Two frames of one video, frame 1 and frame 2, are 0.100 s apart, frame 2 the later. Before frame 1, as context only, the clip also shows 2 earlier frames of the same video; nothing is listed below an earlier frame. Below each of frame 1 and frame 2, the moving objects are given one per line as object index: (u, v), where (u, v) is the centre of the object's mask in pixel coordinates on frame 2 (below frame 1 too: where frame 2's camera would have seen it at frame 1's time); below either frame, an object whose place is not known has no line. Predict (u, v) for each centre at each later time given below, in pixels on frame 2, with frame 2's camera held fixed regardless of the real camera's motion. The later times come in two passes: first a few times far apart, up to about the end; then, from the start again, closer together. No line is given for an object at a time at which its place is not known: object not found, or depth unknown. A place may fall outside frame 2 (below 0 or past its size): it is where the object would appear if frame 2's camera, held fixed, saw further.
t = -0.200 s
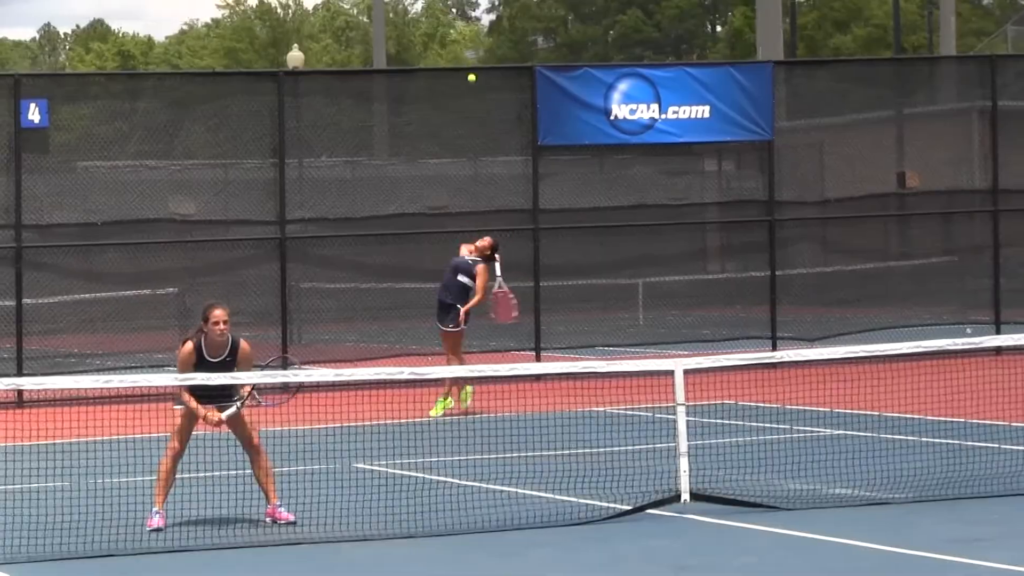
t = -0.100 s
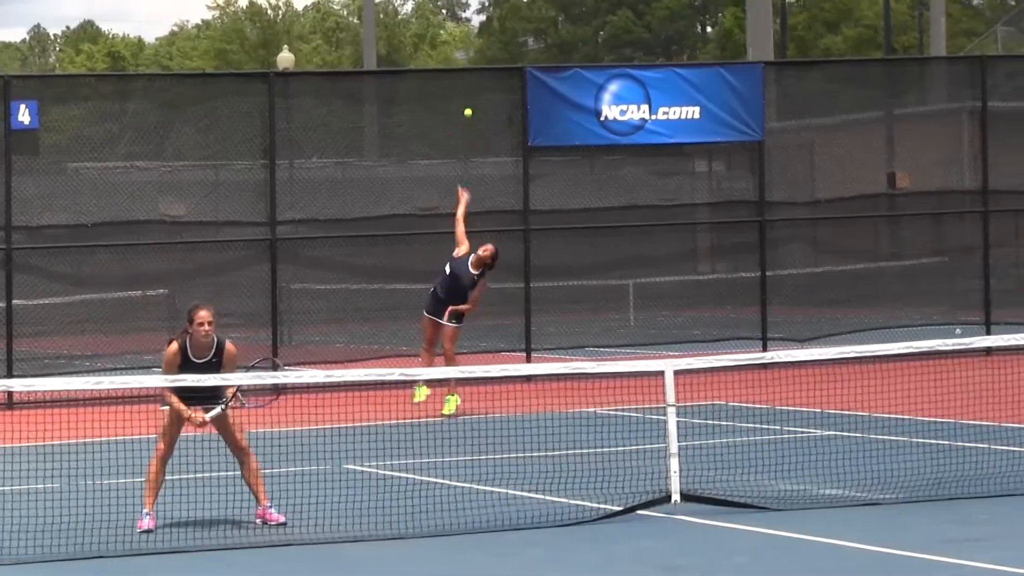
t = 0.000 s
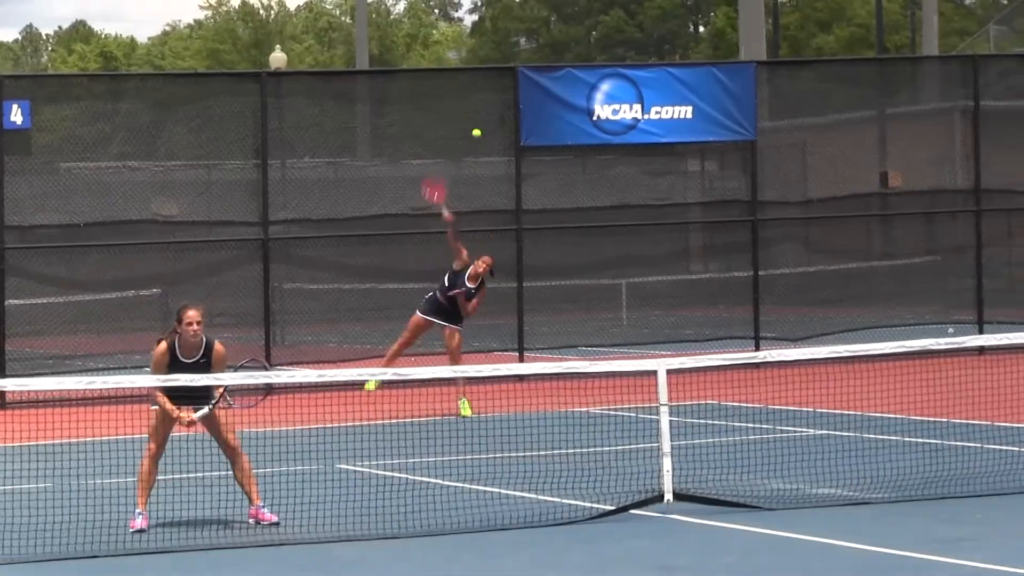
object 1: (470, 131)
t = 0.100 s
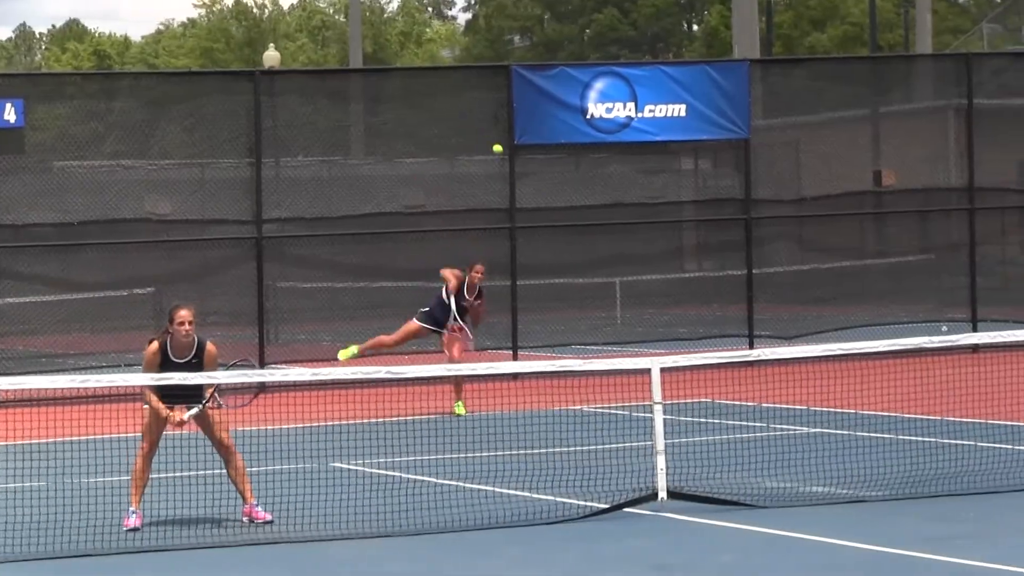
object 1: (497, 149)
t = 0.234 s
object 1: (543, 199)
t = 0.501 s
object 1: (688, 472)
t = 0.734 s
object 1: (838, 484)
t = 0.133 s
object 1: (508, 159)
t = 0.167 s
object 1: (519, 171)
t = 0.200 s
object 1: (531, 184)
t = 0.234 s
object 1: (543, 199)
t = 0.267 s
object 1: (557, 219)
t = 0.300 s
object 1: (572, 242)
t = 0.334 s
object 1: (588, 268)
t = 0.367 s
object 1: (604, 298)
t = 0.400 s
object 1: (623, 332)
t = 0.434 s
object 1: (643, 375)
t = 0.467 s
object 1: (665, 419)
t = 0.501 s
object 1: (688, 472)
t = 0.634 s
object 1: (780, 582)
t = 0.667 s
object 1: (796, 549)
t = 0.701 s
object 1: (817, 515)
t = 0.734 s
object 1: (838, 484)
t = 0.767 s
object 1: (860, 455)
